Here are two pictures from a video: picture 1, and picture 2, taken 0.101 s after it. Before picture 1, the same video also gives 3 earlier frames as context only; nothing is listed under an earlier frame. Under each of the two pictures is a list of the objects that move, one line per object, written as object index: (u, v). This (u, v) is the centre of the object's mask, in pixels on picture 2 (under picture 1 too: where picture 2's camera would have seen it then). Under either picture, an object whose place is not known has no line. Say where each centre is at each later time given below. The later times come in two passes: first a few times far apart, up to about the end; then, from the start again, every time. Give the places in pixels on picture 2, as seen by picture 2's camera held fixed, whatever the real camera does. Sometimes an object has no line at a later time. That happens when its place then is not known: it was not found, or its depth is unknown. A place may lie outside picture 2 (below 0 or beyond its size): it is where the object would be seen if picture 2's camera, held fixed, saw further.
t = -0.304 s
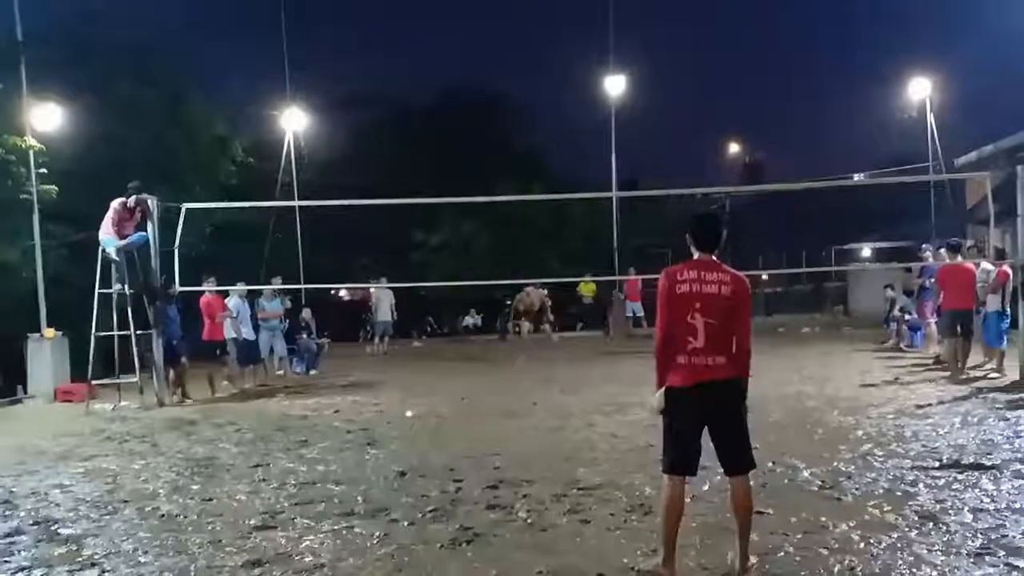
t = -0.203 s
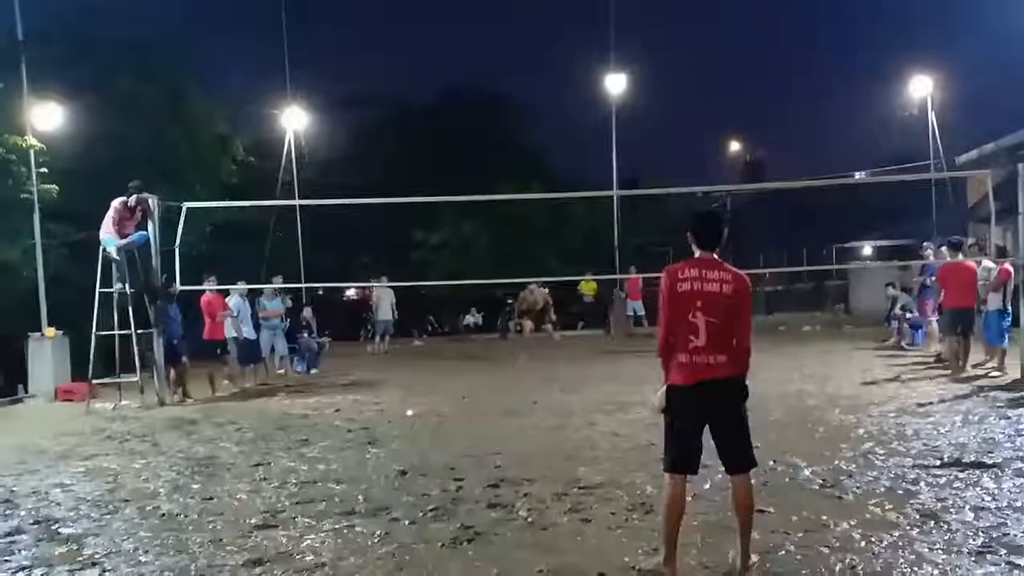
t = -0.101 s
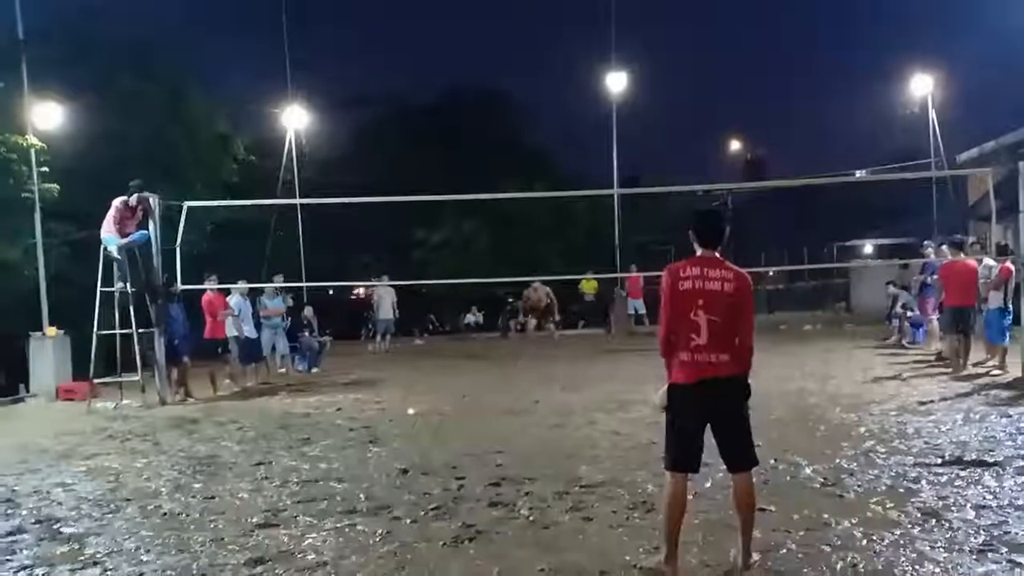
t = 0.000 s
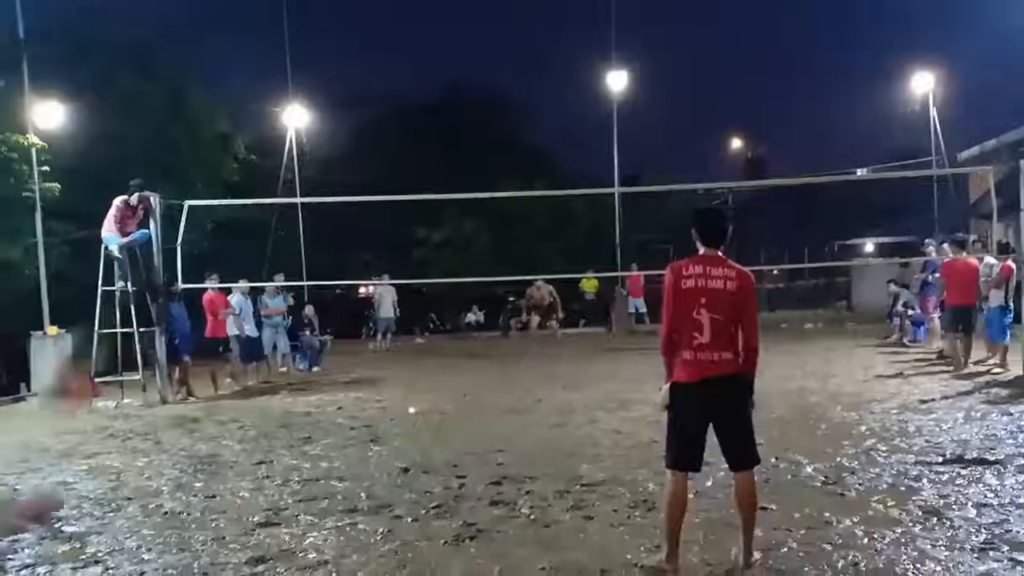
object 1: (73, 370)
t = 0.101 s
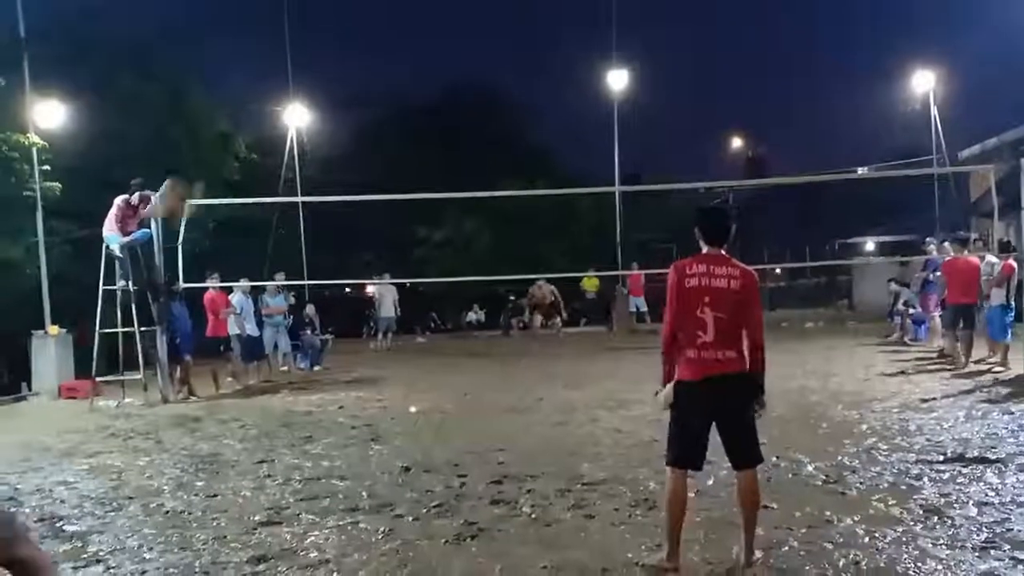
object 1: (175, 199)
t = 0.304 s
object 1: (285, 69)
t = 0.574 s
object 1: (355, 48)
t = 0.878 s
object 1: (398, 102)
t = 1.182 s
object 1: (426, 186)
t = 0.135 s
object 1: (200, 169)
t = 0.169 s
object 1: (219, 141)
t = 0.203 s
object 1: (238, 115)
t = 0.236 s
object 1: (257, 95)
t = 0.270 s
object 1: (270, 81)
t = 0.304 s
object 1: (285, 69)
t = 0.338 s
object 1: (296, 62)
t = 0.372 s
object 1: (306, 56)
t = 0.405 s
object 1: (316, 51)
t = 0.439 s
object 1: (325, 47)
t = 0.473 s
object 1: (333, 45)
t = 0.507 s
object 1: (341, 45)
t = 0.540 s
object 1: (349, 46)
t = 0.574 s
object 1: (355, 48)
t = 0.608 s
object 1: (362, 52)
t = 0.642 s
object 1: (367, 55)
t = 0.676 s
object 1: (372, 61)
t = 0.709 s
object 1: (377, 66)
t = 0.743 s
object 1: (382, 72)
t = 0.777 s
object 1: (386, 80)
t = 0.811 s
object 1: (390, 86)
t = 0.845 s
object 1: (394, 94)
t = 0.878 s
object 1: (398, 102)
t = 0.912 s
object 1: (401, 110)
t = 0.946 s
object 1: (405, 119)
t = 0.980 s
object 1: (408, 127)
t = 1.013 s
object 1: (411, 137)
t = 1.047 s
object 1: (415, 146)
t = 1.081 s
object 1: (418, 157)
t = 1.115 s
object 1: (420, 167)
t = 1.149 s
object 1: (423, 176)
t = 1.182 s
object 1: (426, 186)
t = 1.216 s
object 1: (429, 198)
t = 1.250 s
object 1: (432, 209)
